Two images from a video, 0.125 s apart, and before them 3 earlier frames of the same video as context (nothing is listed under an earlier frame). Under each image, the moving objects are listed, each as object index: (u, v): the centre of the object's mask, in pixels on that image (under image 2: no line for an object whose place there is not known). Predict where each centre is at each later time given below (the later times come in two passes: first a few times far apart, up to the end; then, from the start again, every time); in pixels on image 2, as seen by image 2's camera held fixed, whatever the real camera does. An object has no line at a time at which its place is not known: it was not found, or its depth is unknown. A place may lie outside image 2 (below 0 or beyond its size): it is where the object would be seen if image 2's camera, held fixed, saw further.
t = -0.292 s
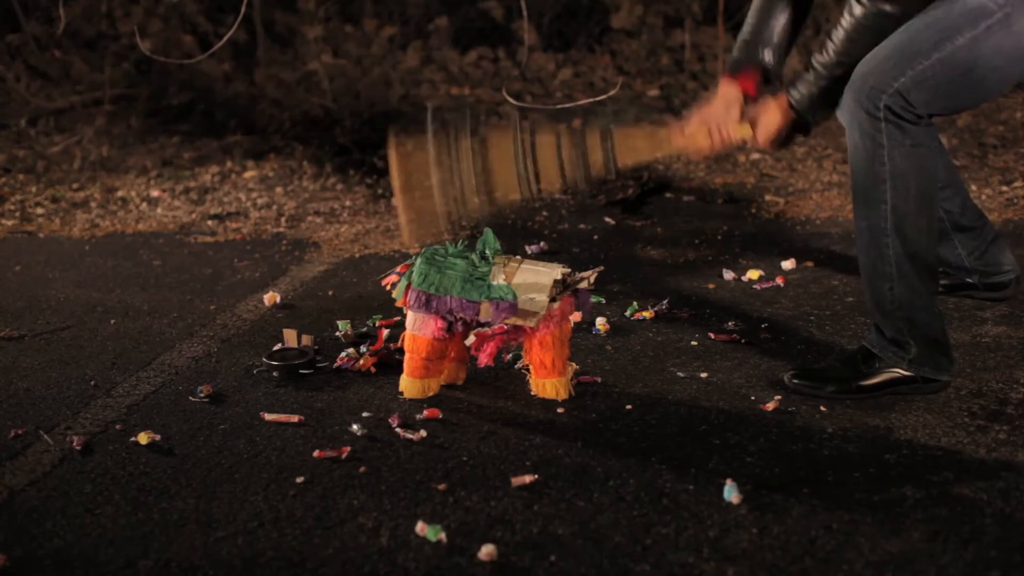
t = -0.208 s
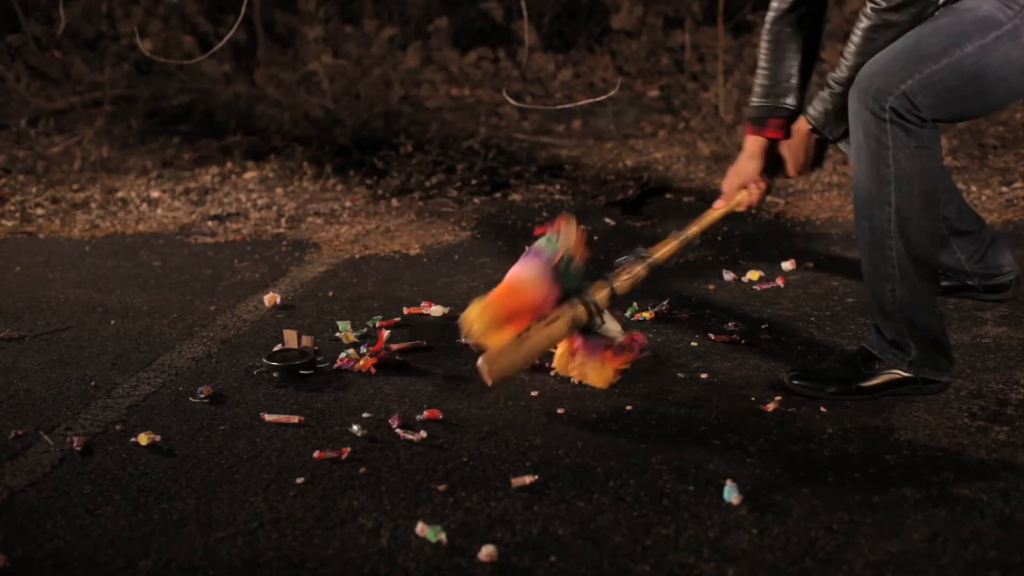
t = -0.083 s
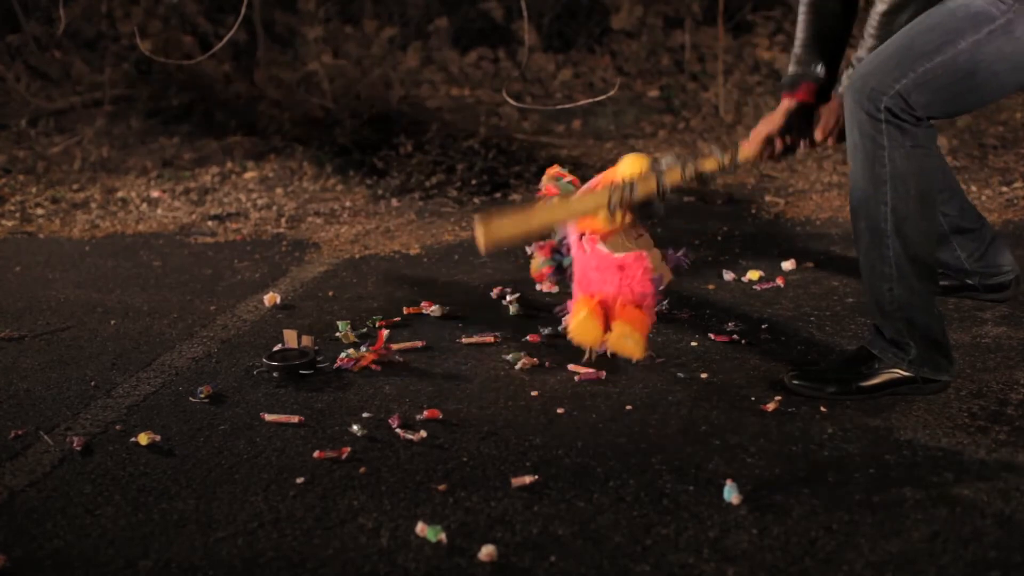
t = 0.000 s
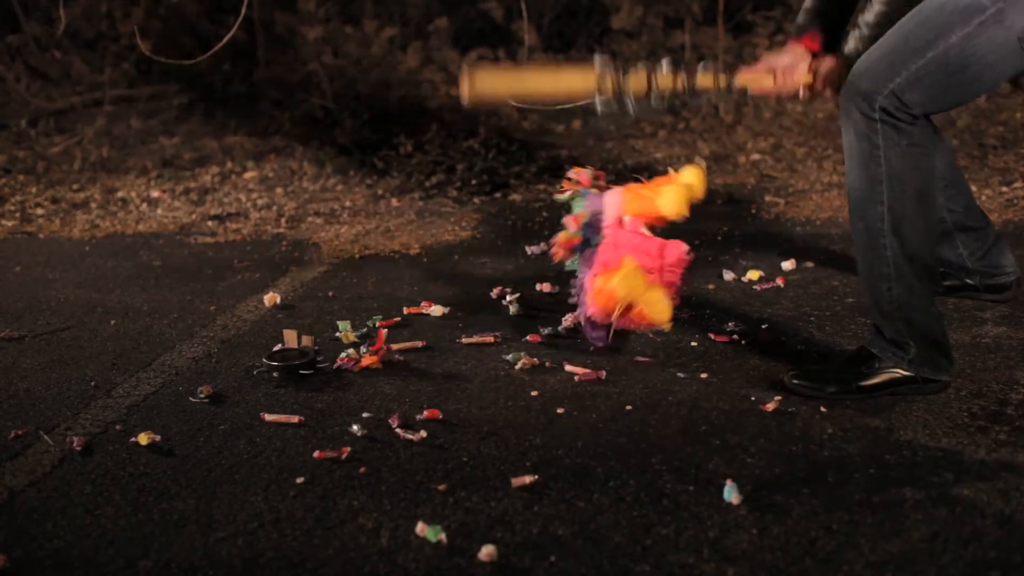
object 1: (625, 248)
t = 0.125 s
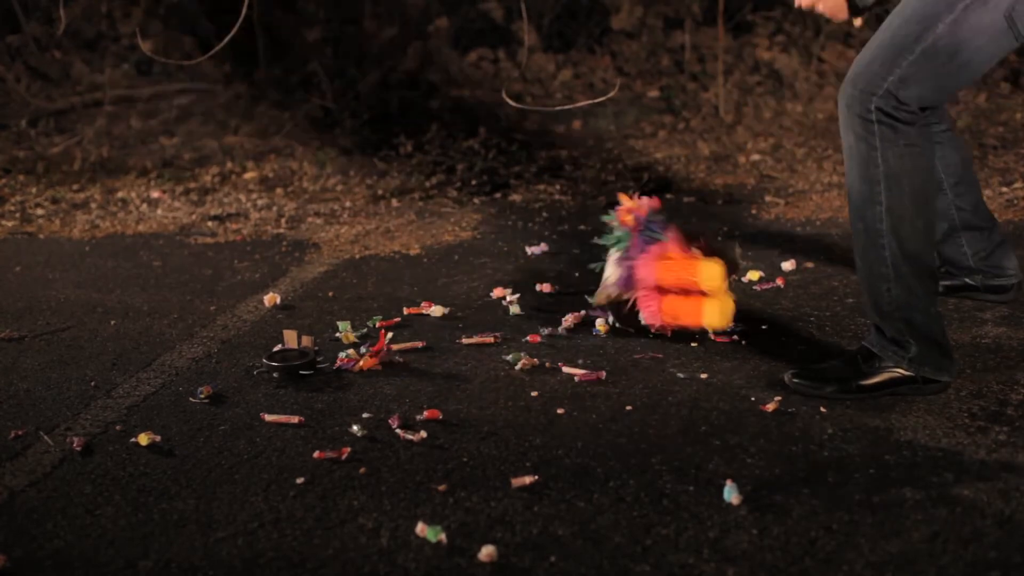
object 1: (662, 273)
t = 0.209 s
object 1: (677, 277)
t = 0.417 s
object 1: (676, 283)
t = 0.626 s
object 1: (677, 284)
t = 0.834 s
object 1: (678, 285)
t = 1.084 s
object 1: (678, 285)
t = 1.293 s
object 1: (678, 286)
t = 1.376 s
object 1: (678, 286)
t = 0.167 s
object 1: (672, 281)
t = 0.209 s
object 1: (677, 277)
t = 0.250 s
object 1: (680, 275)
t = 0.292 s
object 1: (681, 276)
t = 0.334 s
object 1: (682, 283)
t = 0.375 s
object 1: (678, 284)
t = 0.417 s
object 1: (676, 283)
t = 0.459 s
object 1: (677, 283)
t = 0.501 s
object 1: (677, 283)
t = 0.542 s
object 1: (677, 284)
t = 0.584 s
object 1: (677, 284)
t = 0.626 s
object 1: (677, 284)
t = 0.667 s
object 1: (677, 284)
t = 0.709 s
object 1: (678, 284)
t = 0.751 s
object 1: (678, 284)
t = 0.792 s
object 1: (678, 285)
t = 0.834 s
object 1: (678, 285)
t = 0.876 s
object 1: (678, 285)
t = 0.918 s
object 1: (678, 285)
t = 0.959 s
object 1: (678, 285)
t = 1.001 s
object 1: (678, 285)
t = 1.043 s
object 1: (677, 285)
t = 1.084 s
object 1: (678, 285)
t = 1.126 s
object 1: (677, 286)
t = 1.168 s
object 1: (678, 285)
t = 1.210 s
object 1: (678, 286)
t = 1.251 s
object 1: (678, 286)
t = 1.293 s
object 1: (678, 286)
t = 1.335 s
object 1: (678, 286)
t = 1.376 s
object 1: (678, 286)
